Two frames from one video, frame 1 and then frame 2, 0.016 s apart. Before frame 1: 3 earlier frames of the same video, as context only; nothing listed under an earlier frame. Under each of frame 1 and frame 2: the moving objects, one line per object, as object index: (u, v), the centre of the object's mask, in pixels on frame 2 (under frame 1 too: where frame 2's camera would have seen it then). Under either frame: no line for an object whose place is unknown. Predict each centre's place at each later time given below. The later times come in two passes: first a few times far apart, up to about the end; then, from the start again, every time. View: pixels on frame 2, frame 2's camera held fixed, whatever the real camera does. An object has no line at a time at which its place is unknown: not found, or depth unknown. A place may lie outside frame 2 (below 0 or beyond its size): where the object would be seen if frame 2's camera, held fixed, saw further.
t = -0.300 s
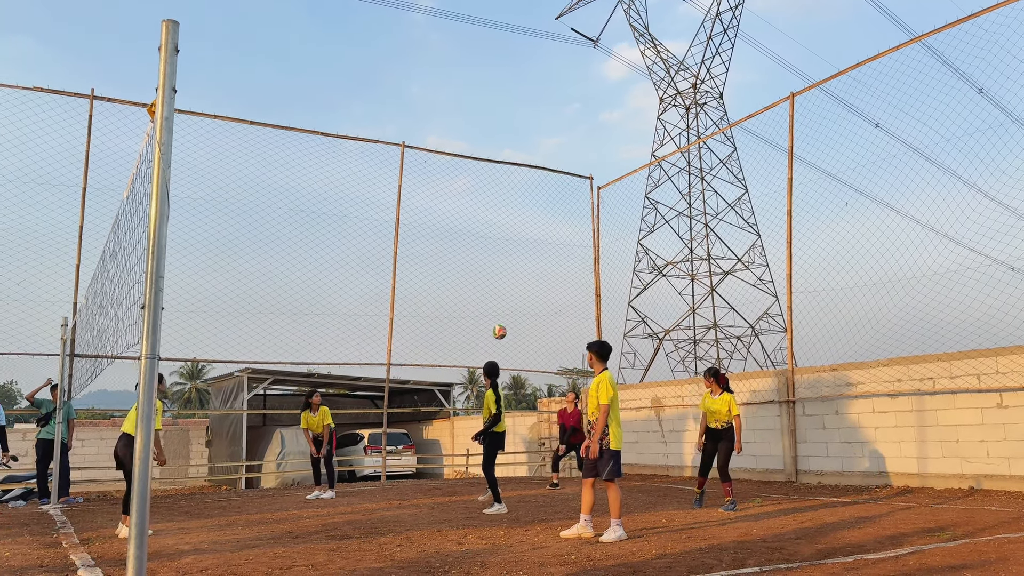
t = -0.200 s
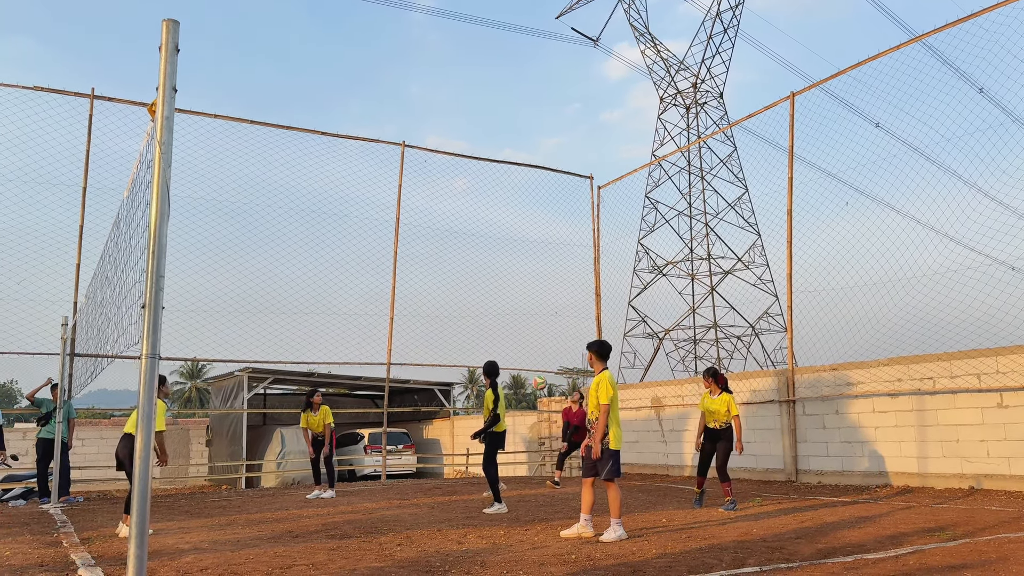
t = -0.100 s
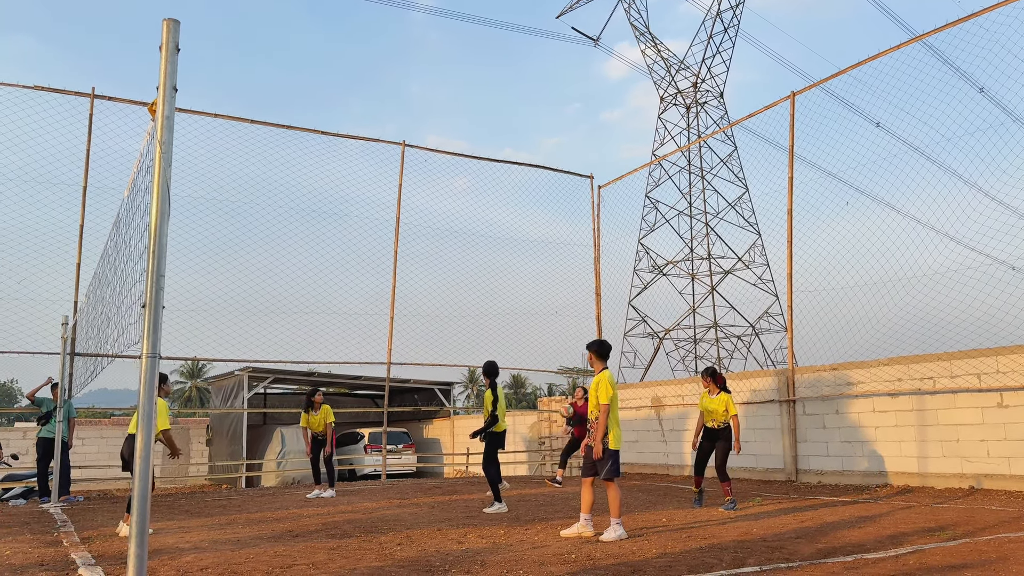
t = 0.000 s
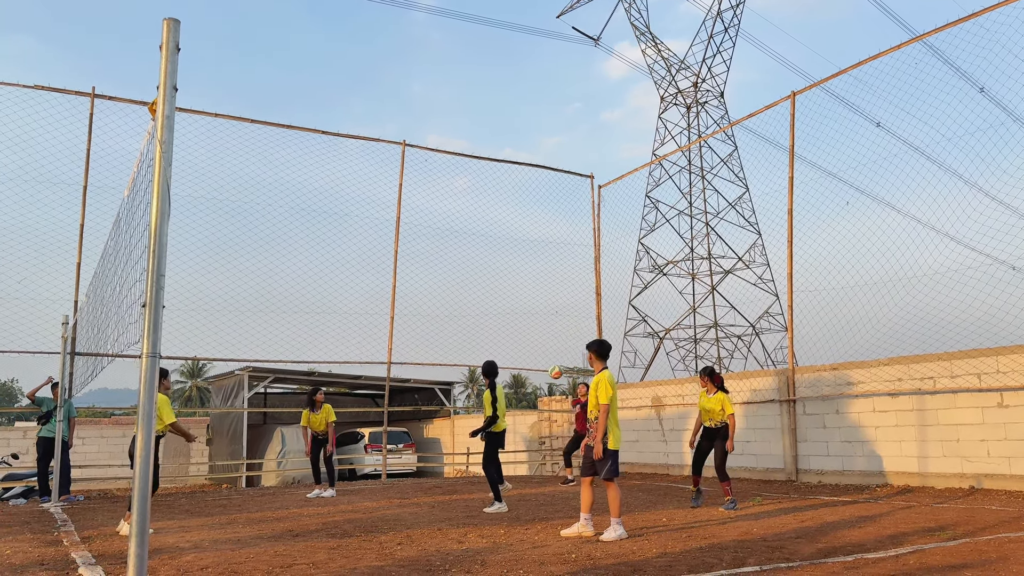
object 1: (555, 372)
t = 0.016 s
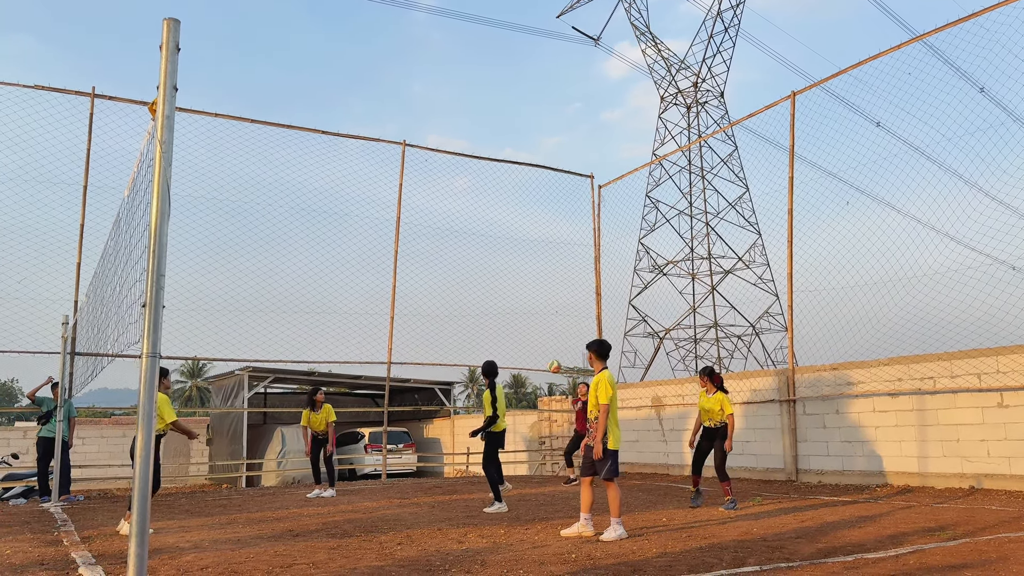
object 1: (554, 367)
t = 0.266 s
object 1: (528, 298)
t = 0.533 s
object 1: (501, 268)
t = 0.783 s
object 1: (473, 289)
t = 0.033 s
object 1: (552, 361)
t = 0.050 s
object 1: (550, 355)
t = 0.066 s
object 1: (548, 350)
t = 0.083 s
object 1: (547, 344)
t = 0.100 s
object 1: (545, 339)
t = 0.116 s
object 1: (544, 335)
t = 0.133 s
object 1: (542, 330)
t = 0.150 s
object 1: (540, 325)
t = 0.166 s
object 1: (538, 321)
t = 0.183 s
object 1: (537, 316)
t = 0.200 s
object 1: (535, 312)
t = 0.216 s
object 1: (534, 308)
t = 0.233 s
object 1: (531, 304)
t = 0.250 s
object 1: (530, 301)
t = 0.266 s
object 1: (528, 298)
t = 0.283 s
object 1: (527, 294)
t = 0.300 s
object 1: (525, 291)
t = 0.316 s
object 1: (523, 288)
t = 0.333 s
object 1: (521, 285)
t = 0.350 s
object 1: (520, 283)
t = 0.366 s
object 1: (518, 281)
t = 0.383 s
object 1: (516, 278)
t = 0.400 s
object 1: (515, 276)
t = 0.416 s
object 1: (513, 275)
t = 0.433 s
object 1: (511, 273)
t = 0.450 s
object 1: (510, 272)
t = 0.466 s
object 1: (508, 270)
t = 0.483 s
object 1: (506, 269)
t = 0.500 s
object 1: (505, 269)
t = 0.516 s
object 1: (503, 268)
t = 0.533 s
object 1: (501, 268)
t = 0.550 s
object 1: (499, 268)
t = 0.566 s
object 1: (497, 268)
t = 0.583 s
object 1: (495, 268)
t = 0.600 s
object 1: (494, 268)
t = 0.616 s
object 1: (492, 269)
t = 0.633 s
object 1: (490, 270)
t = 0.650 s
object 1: (488, 271)
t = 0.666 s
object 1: (486, 272)
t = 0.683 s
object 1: (485, 274)
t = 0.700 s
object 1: (482, 276)
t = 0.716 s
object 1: (481, 278)
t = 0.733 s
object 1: (479, 280)
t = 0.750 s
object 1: (477, 283)
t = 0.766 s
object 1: (475, 285)
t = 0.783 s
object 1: (473, 289)
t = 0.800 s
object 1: (471, 292)
